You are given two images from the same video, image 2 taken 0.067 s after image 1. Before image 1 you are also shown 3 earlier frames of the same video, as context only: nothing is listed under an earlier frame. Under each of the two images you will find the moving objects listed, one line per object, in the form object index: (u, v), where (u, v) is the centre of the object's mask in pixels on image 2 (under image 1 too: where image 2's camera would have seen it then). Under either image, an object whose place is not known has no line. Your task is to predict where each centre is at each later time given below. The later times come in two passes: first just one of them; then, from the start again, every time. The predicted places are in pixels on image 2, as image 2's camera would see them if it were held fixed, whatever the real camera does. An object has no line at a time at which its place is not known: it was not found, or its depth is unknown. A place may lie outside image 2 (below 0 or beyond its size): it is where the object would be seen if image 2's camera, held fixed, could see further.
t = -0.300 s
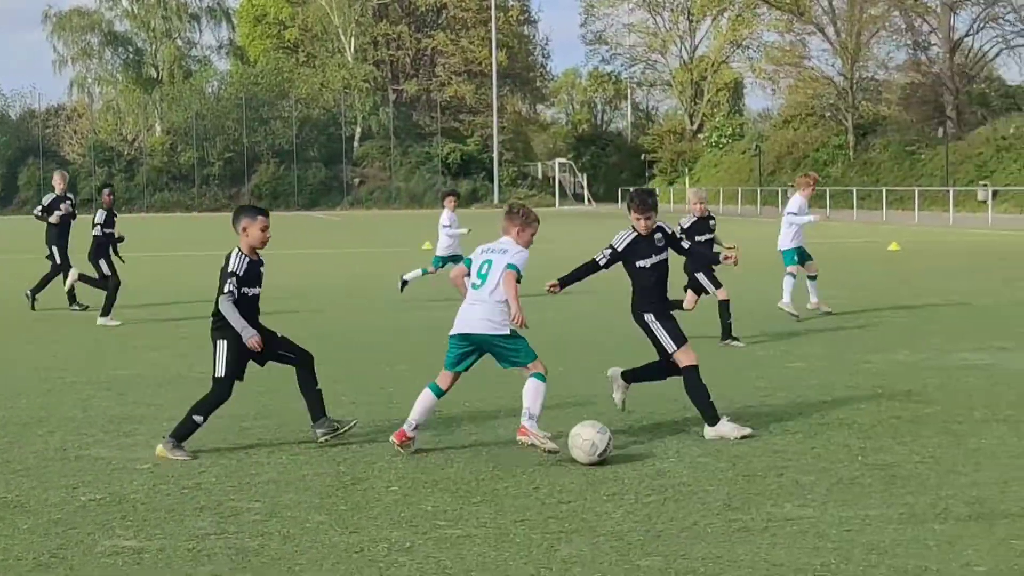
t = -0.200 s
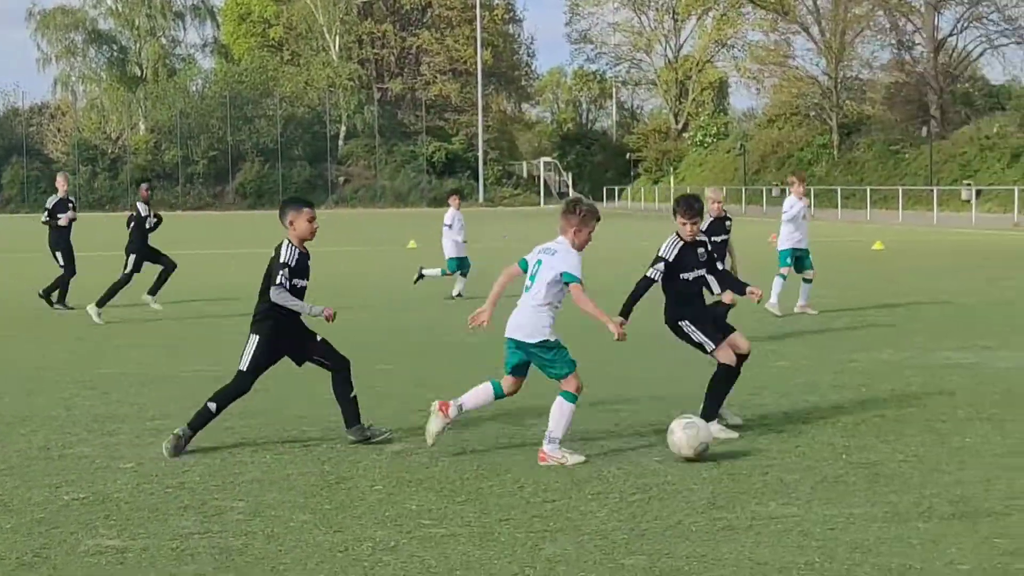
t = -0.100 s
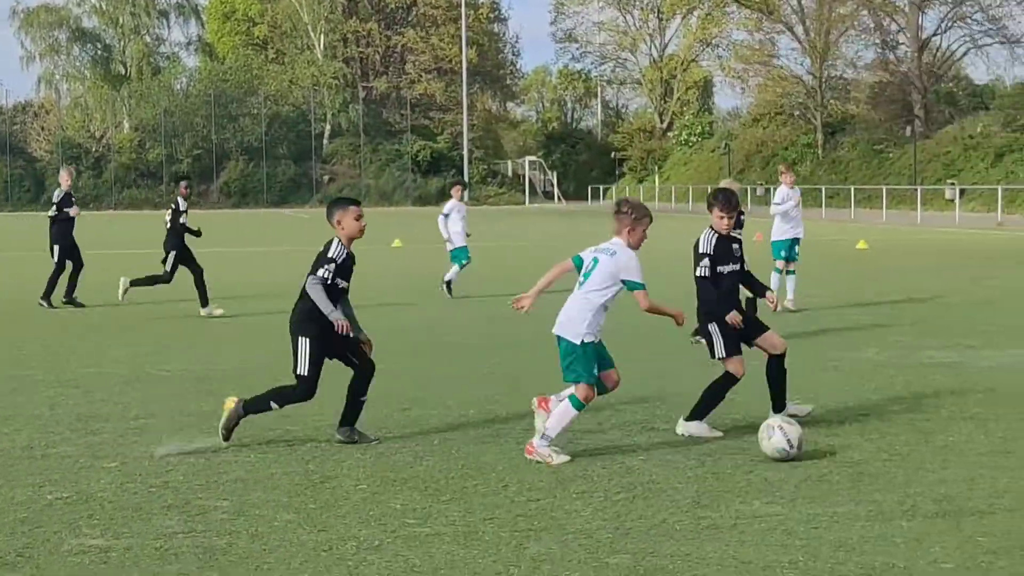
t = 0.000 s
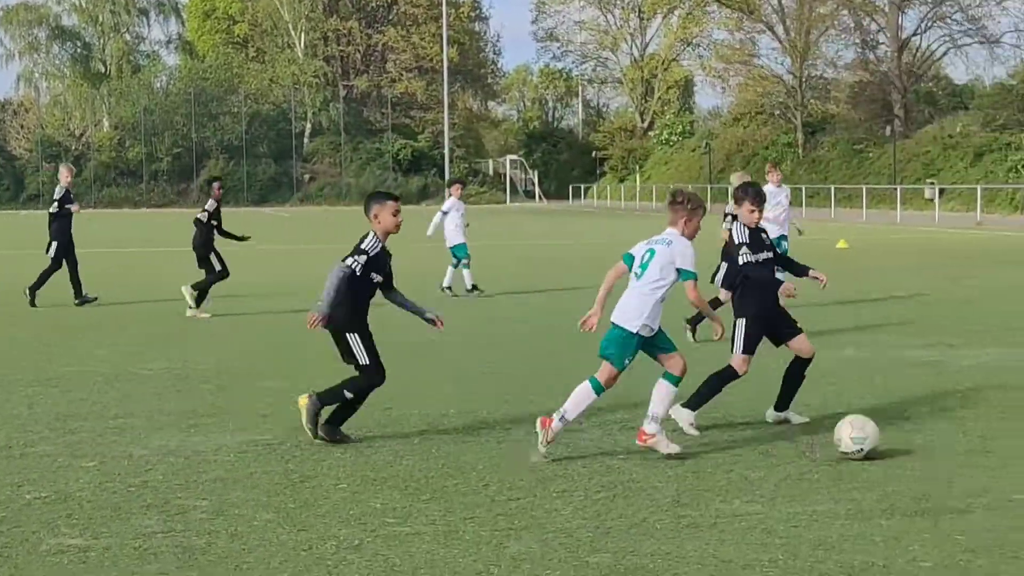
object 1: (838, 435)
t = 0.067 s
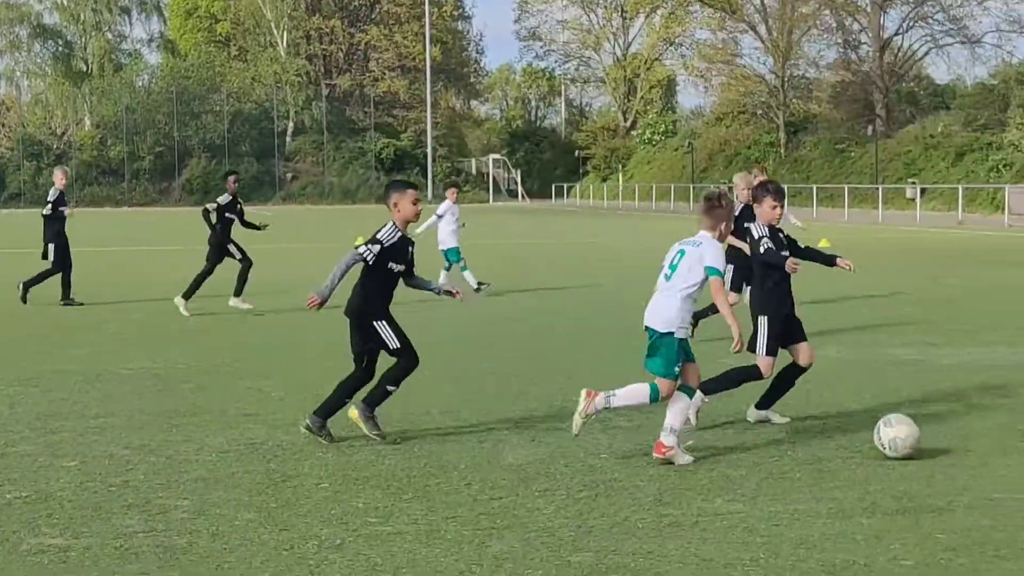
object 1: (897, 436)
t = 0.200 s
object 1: (1001, 440)
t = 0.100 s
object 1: (925, 438)
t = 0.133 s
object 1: (950, 436)
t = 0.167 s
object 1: (976, 437)
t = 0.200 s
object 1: (1001, 440)
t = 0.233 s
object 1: (1027, 441)
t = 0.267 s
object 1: (1052, 441)
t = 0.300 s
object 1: (1077, 444)
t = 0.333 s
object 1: (1102, 444)
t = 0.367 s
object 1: (1127, 447)
